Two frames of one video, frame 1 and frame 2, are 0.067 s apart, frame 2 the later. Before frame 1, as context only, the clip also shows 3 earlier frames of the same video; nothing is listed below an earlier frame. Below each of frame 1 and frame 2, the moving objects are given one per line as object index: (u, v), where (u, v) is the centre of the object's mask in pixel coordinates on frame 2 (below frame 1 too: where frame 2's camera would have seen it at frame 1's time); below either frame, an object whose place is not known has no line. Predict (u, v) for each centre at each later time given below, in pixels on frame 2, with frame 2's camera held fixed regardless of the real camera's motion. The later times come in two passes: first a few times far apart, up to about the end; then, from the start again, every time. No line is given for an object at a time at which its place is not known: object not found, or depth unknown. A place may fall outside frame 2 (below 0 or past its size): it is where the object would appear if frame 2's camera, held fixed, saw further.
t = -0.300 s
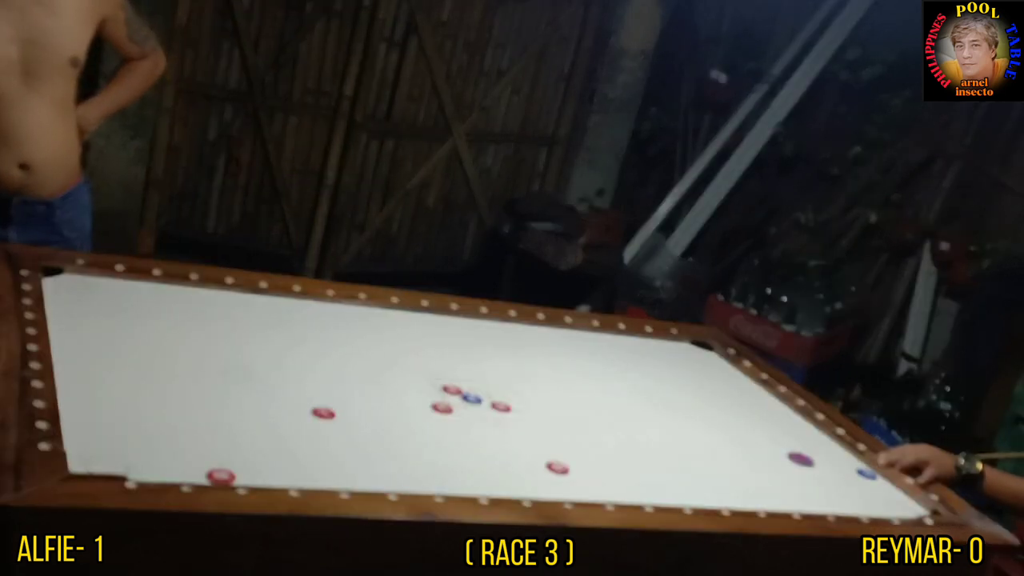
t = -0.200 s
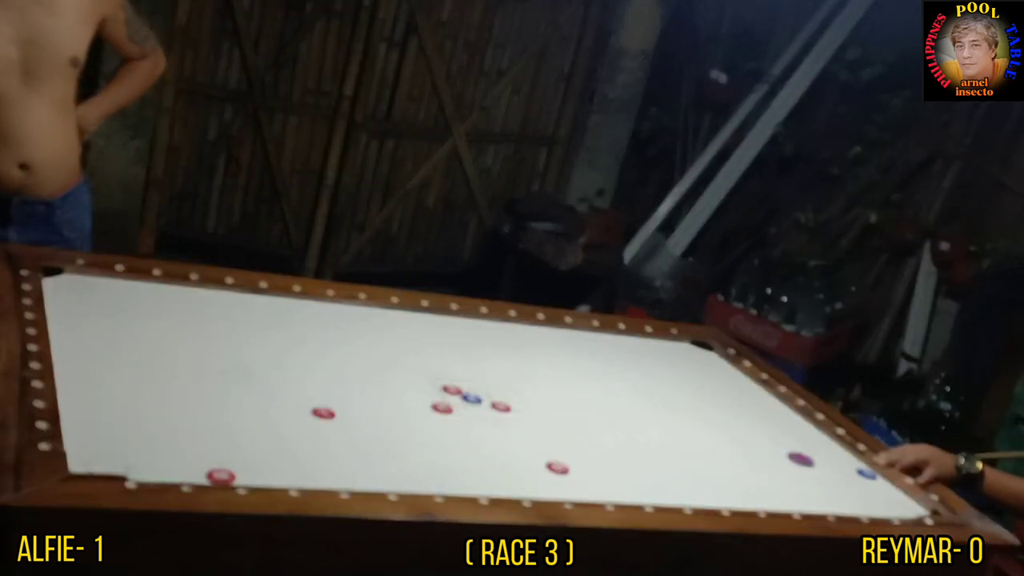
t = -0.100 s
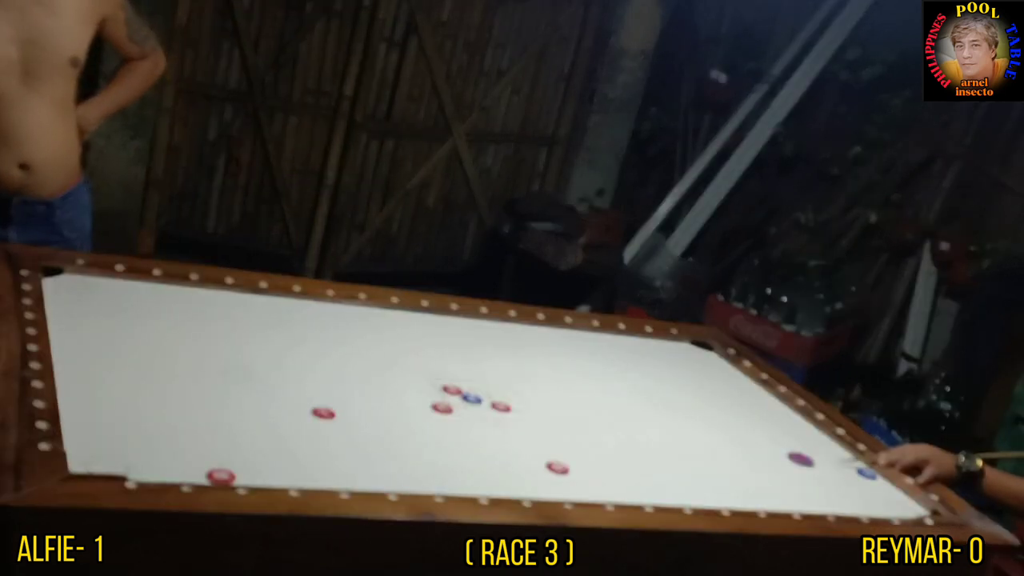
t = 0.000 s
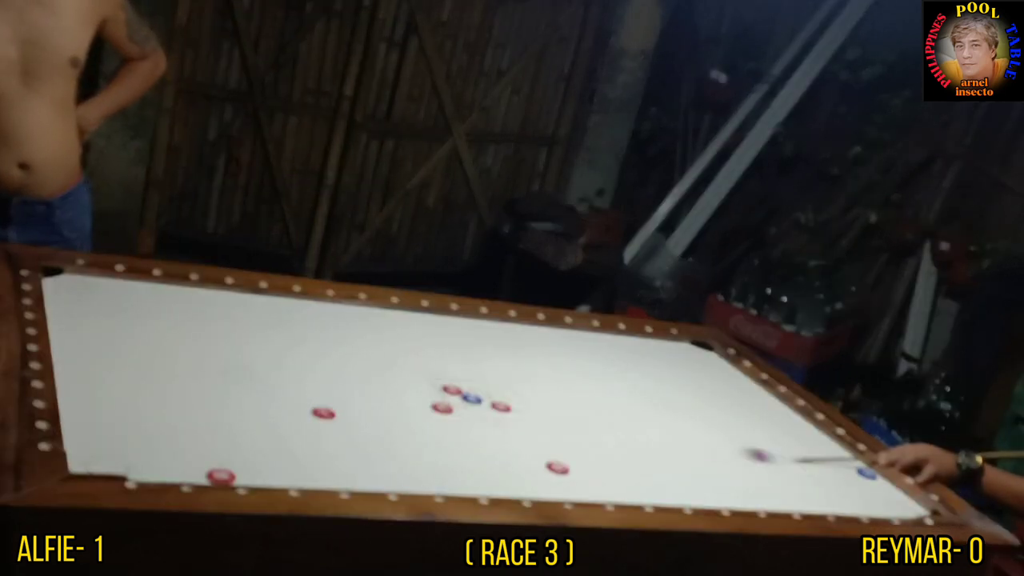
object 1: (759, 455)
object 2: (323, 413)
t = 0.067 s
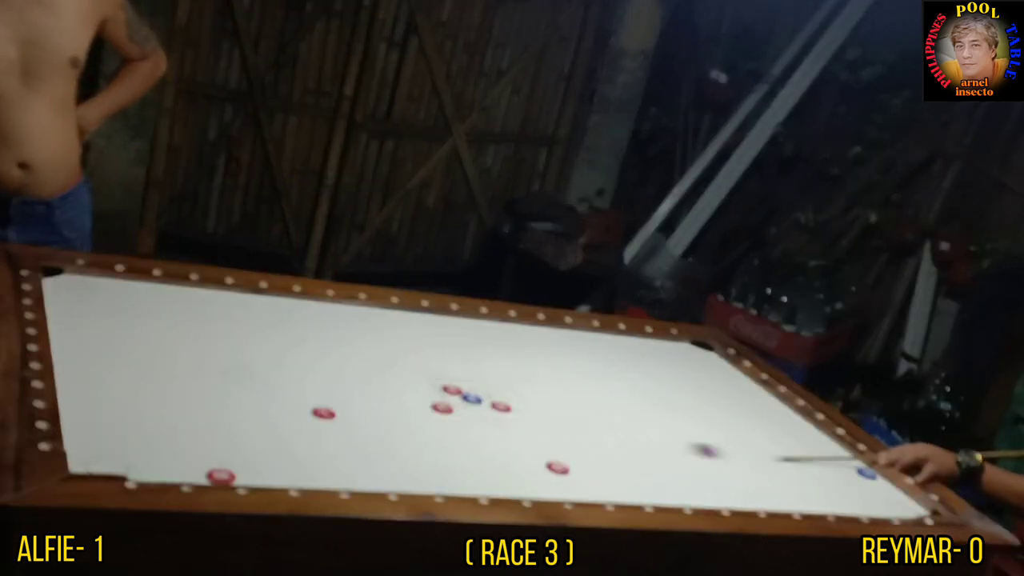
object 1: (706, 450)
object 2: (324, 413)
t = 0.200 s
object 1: (596, 439)
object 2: (323, 413)
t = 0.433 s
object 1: (392, 420)
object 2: (323, 413)
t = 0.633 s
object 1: (278, 412)
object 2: (108, 382)
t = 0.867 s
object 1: (168, 407)
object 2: (261, 376)
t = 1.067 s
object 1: (79, 402)
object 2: (410, 376)
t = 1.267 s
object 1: (138, 410)
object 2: (529, 376)
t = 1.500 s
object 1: (186, 415)
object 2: (641, 376)
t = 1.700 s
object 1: (213, 418)
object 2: (720, 375)
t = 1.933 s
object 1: (230, 421)
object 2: (682, 366)
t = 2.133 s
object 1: (232, 421)
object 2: (621, 357)
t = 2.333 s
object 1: (232, 421)
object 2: (563, 349)
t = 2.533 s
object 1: (232, 421)
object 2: (508, 340)
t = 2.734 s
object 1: (232, 421)
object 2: (455, 331)
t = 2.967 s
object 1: (232, 421)
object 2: (401, 322)
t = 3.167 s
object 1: (232, 421)
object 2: (362, 315)
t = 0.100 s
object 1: (679, 447)
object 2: (323, 413)
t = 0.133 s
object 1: (652, 445)
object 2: (323, 413)
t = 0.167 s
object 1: (625, 442)
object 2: (323, 413)
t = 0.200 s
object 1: (596, 439)
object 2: (323, 413)
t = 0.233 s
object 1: (568, 437)
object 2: (323, 413)
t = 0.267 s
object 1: (541, 434)
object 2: (324, 413)
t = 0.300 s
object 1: (511, 431)
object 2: (323, 413)
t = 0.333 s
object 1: (482, 429)
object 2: (323, 413)
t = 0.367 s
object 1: (453, 426)
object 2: (324, 413)
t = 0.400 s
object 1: (422, 423)
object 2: (323, 413)
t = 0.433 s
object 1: (392, 420)
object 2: (323, 413)
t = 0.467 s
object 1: (361, 417)
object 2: (323, 413)
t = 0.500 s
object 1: (341, 415)
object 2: (293, 409)
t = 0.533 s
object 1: (325, 415)
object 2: (249, 402)
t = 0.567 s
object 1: (309, 414)
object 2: (203, 396)
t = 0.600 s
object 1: (293, 413)
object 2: (156, 389)
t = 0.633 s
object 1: (278, 412)
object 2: (108, 382)
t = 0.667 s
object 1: (261, 411)
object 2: (77, 376)
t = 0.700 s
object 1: (247, 410)
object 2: (109, 376)
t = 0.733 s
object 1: (230, 410)
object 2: (142, 376)
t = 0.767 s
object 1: (214, 409)
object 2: (174, 376)
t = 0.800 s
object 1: (199, 408)
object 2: (205, 376)
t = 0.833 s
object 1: (183, 407)
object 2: (233, 376)
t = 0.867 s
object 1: (168, 407)
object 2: (261, 376)
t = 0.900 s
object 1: (152, 406)
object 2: (290, 377)
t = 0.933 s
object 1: (136, 405)
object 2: (315, 376)
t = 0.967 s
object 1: (121, 404)
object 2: (340, 377)
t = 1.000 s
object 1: (105, 404)
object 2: (364, 377)
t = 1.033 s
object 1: (90, 403)
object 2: (387, 377)
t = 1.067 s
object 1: (79, 402)
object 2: (410, 376)
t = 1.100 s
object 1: (87, 403)
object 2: (431, 377)
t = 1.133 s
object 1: (98, 404)
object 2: (452, 377)
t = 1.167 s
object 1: (109, 406)
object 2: (472, 377)
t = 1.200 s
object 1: (119, 407)
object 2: (492, 377)
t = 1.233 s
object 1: (129, 409)
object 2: (511, 377)
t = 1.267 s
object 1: (138, 410)
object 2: (529, 376)
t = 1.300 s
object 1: (146, 410)
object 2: (547, 376)
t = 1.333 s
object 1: (154, 411)
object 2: (564, 376)
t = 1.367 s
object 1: (161, 412)
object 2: (580, 376)
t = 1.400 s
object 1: (167, 413)
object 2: (596, 376)
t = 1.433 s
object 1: (174, 414)
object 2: (611, 376)
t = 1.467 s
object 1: (180, 415)
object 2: (626, 376)
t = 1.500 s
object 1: (186, 415)
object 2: (641, 376)
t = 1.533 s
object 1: (191, 416)
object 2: (655, 375)
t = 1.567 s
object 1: (196, 417)
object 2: (669, 375)
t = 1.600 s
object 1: (201, 417)
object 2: (682, 375)
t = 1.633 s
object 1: (205, 417)
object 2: (695, 375)
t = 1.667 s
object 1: (209, 418)
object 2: (707, 375)
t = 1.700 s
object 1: (213, 418)
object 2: (720, 375)
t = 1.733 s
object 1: (217, 419)
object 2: (731, 375)
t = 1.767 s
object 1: (220, 419)
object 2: (735, 374)
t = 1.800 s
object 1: (223, 420)
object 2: (724, 373)
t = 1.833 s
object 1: (225, 420)
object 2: (713, 371)
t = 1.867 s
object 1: (227, 420)
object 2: (702, 369)
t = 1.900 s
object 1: (229, 420)
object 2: (692, 368)
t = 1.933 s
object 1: (230, 421)
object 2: (682, 366)
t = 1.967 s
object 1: (231, 421)
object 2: (672, 365)
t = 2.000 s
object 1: (231, 421)
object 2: (661, 363)
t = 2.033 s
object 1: (232, 421)
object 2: (651, 362)
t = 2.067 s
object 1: (232, 421)
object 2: (641, 360)
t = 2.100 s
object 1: (232, 421)
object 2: (631, 359)
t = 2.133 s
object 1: (232, 421)
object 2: (621, 357)
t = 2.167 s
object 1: (232, 421)
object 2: (611, 356)
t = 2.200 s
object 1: (232, 421)
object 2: (601, 354)
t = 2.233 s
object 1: (232, 421)
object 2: (591, 353)
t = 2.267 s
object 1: (232, 421)
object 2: (581, 351)
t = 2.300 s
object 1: (232, 421)
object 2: (572, 350)
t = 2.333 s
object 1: (232, 421)
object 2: (563, 349)
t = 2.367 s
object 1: (232, 421)
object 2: (553, 347)
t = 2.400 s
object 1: (232, 421)
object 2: (543, 345)
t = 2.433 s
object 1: (232, 421)
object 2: (535, 344)
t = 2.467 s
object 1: (232, 421)
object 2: (525, 343)
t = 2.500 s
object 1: (232, 421)
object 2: (517, 341)
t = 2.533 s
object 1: (232, 421)
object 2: (508, 340)
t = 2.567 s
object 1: (232, 421)
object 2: (499, 338)
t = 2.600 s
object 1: (232, 421)
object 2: (490, 337)
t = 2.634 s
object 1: (232, 421)
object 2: (481, 335)
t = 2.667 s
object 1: (232, 421)
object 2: (473, 334)
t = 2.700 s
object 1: (232, 421)
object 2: (464, 333)
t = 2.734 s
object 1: (232, 421)
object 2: (455, 331)
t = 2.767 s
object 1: (232, 421)
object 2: (447, 330)
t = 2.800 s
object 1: (232, 421)
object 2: (439, 329)
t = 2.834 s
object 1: (232, 421)
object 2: (431, 327)
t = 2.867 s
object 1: (232, 421)
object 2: (423, 326)
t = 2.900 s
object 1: (232, 421)
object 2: (416, 325)
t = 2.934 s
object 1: (232, 421)
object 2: (408, 324)
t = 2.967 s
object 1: (232, 421)
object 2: (401, 322)
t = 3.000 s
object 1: (232, 421)
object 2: (394, 321)
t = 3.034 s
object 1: (232, 421)
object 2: (387, 320)
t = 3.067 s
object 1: (232, 421)
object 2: (381, 319)
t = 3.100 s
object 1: (232, 421)
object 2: (374, 318)
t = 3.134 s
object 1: (232, 421)
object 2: (368, 317)
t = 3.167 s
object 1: (232, 421)
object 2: (362, 315)
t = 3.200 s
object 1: (232, 421)
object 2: (355, 314)
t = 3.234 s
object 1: (232, 421)
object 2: (349, 313)
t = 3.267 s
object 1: (232, 421)
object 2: (343, 312)
